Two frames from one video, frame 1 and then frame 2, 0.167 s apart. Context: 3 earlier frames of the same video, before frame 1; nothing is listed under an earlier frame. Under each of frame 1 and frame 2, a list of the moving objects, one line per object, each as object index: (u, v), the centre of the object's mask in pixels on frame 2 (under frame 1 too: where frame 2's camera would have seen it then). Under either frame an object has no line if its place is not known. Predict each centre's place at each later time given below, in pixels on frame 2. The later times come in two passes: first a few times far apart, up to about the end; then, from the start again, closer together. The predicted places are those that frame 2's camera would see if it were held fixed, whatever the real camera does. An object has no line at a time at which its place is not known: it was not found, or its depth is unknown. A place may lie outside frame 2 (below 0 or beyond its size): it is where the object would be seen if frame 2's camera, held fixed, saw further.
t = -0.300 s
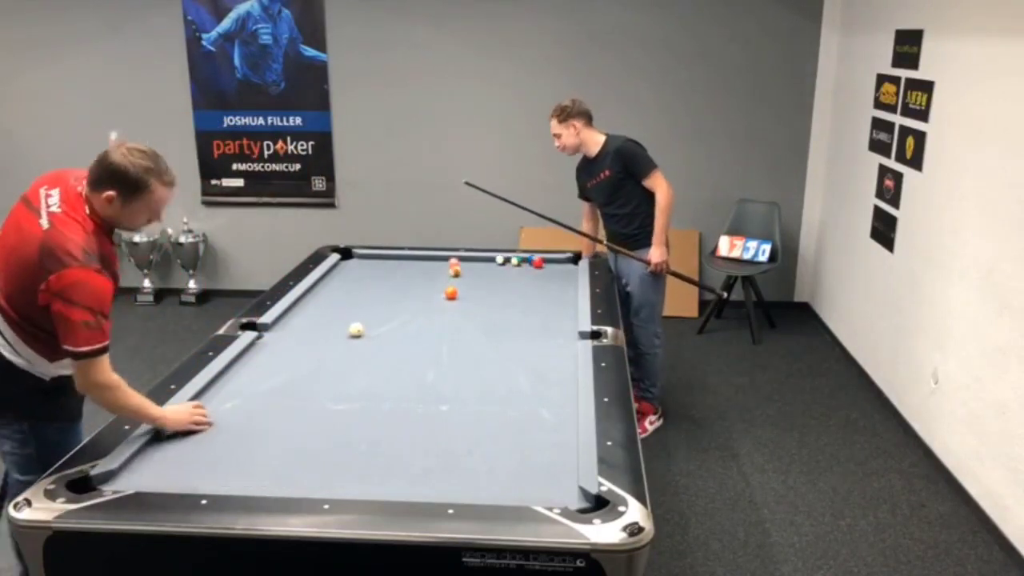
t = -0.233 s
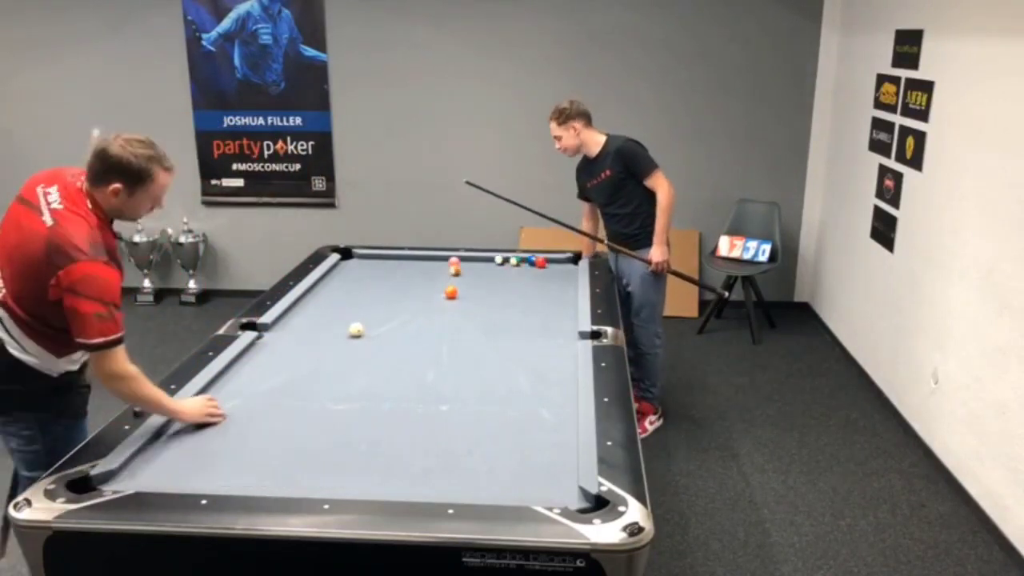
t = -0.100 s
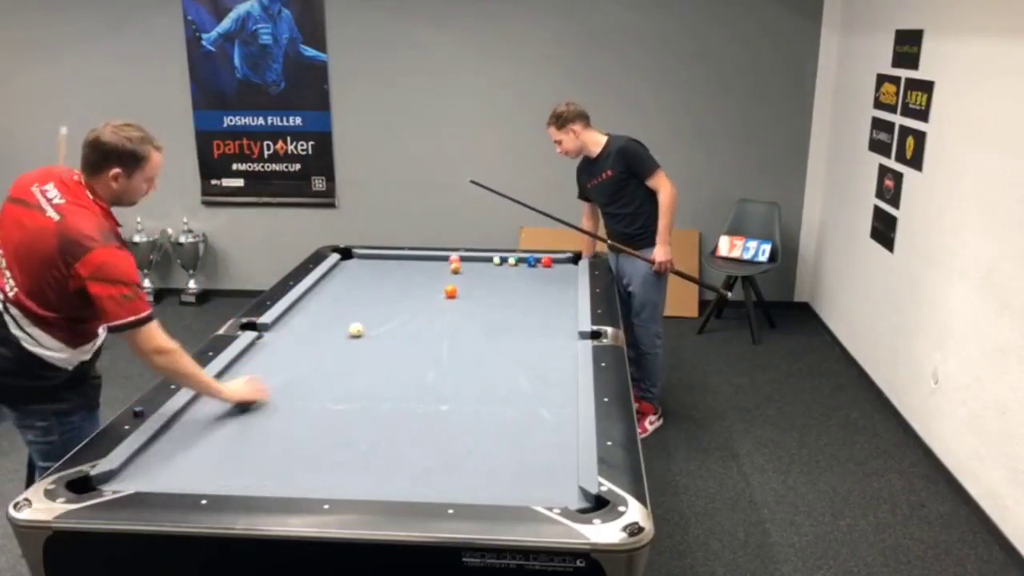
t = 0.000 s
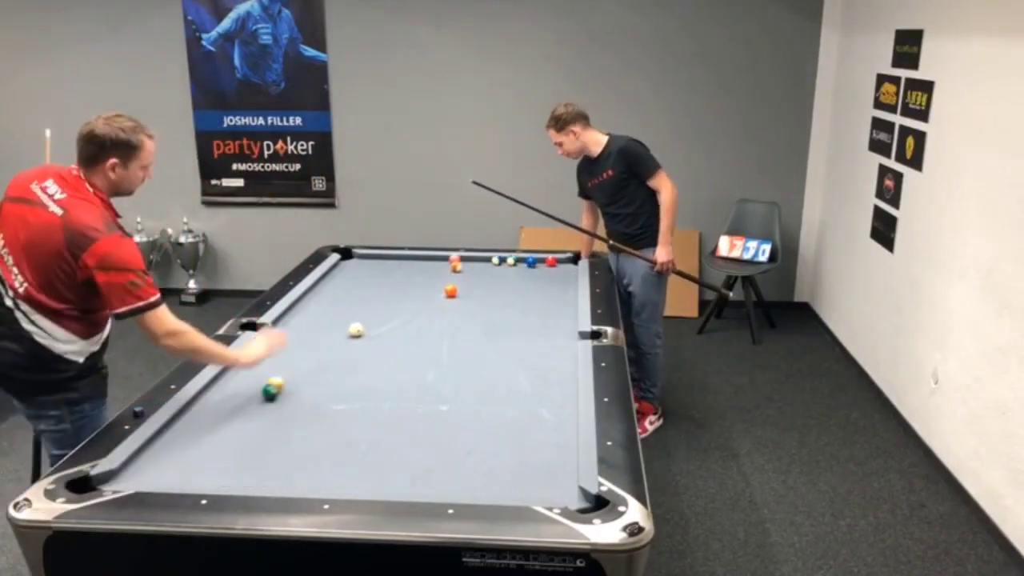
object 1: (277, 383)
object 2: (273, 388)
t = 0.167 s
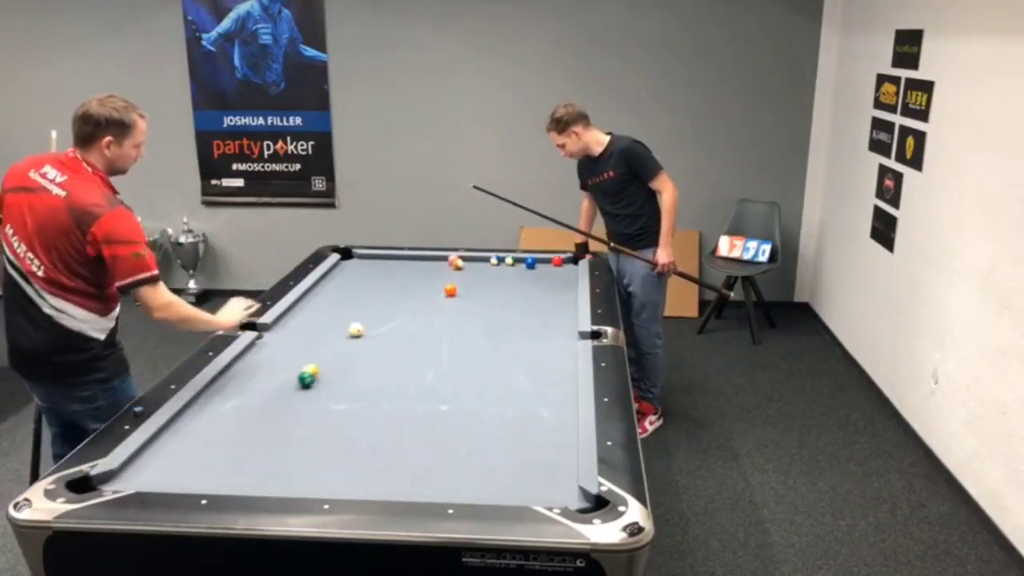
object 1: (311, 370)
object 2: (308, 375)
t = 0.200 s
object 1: (319, 368)
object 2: (315, 372)
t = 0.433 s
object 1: (362, 352)
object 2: (359, 357)
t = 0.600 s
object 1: (390, 342)
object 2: (388, 346)
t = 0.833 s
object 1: (426, 330)
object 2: (423, 335)
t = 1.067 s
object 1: (458, 319)
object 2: (456, 323)
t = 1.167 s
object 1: (472, 314)
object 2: (468, 319)
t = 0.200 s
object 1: (319, 368)
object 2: (315, 372)
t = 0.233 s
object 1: (325, 366)
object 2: (322, 369)
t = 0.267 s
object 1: (331, 363)
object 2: (329, 367)
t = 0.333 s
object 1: (344, 359)
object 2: (341, 363)
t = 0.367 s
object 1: (350, 356)
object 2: (347, 361)
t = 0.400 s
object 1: (357, 354)
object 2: (353, 359)
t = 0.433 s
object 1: (362, 352)
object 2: (359, 357)
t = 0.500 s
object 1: (373, 348)
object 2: (371, 352)
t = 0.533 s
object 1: (379, 346)
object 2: (376, 351)
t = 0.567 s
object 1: (384, 344)
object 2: (382, 349)
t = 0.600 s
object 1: (390, 342)
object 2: (388, 346)
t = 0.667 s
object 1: (401, 338)
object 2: (399, 343)
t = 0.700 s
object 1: (406, 337)
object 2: (403, 342)
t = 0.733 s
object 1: (411, 334)
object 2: (409, 339)
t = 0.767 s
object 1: (417, 333)
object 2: (414, 338)
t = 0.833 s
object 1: (426, 330)
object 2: (423, 335)
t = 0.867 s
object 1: (431, 328)
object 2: (428, 333)
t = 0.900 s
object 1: (436, 326)
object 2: (433, 331)
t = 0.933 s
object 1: (441, 325)
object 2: (438, 329)
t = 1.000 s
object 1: (450, 321)
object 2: (447, 326)
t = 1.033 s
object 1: (454, 320)
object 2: (451, 325)
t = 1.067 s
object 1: (458, 319)
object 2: (456, 323)
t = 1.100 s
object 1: (462, 317)
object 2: (460, 322)
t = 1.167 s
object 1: (472, 314)
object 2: (468, 319)
